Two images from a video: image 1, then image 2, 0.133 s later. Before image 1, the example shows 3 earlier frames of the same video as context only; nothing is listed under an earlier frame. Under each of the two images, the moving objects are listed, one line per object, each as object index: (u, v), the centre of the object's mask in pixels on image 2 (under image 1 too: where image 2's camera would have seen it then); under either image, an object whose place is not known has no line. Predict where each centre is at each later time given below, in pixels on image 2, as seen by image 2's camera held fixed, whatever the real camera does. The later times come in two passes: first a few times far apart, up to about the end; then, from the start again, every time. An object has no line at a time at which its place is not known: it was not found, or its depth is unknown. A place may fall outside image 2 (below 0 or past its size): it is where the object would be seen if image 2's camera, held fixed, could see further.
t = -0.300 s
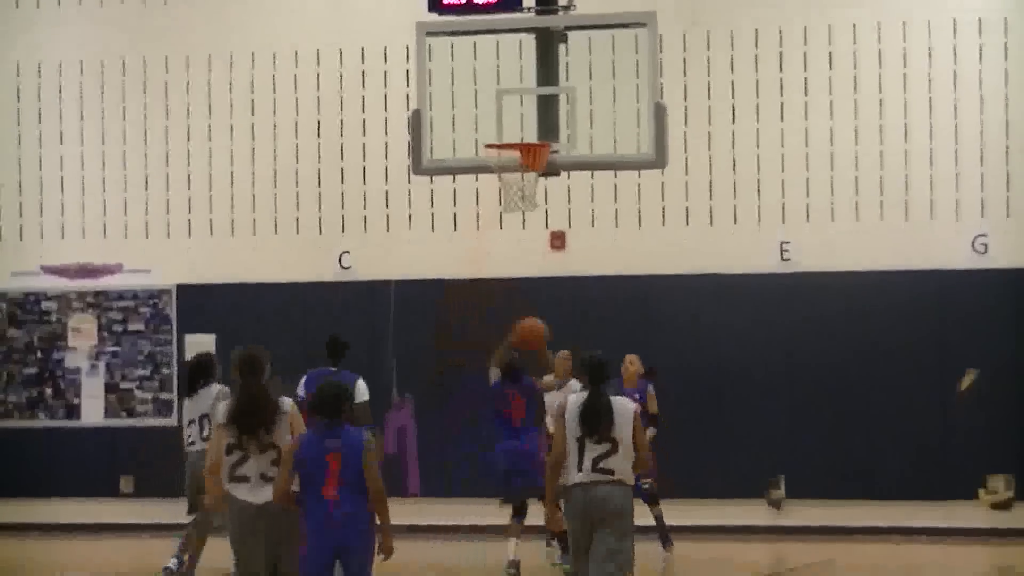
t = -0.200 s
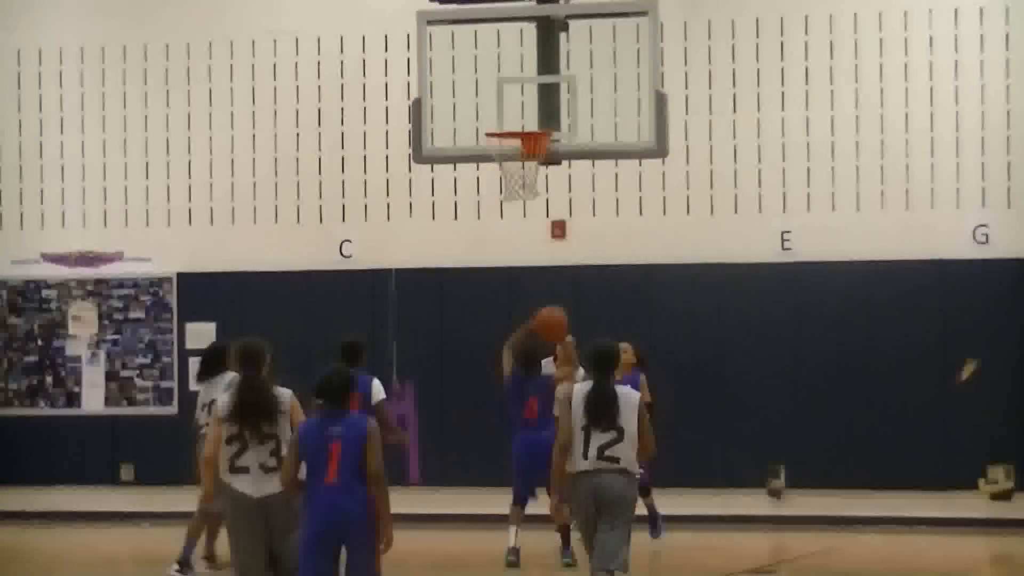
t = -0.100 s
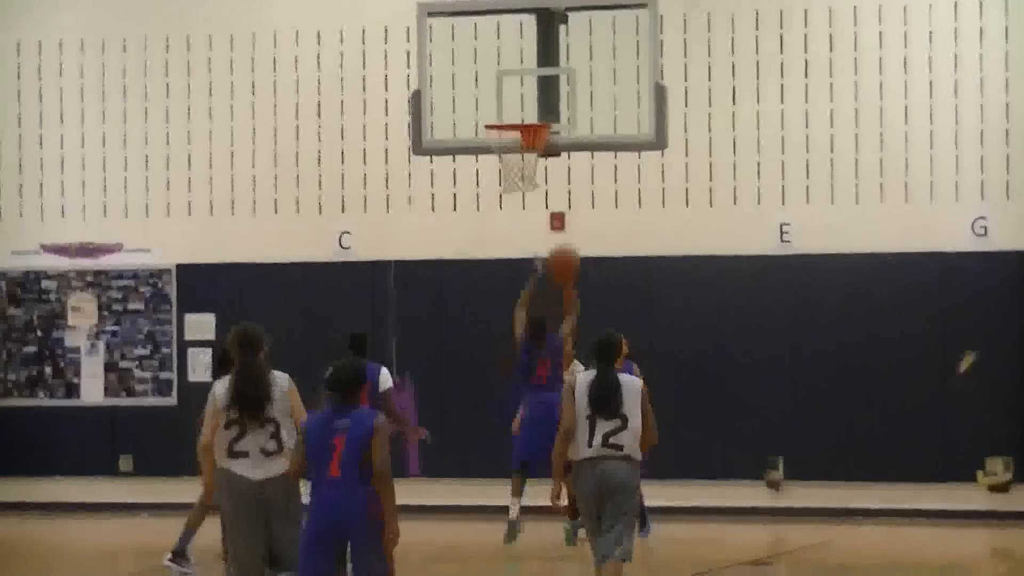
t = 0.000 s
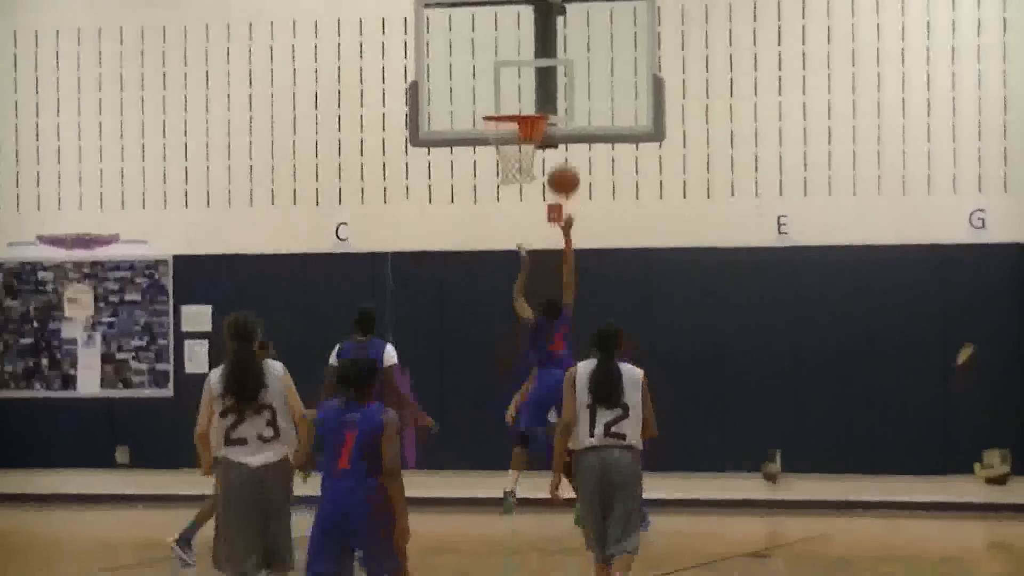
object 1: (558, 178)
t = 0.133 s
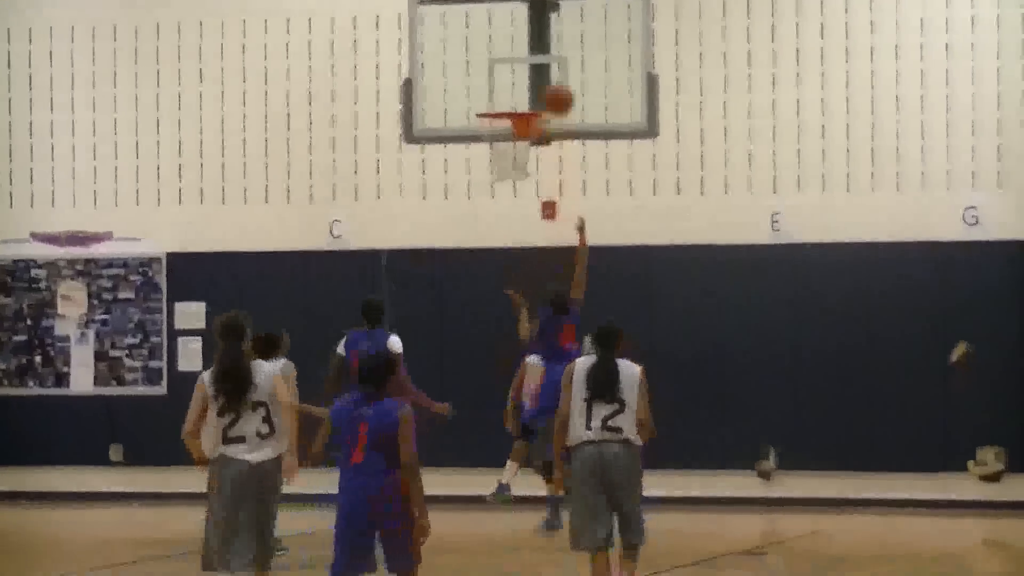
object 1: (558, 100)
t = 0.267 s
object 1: (559, 48)
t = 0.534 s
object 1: (560, 18)
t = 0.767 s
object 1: (554, 56)
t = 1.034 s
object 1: (575, 69)
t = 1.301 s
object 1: (623, 96)
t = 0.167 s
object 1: (558, 85)
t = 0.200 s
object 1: (560, 70)
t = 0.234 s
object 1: (558, 58)
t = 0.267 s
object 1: (559, 48)
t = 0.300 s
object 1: (559, 39)
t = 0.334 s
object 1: (560, 31)
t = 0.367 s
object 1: (559, 24)
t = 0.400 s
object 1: (560, 20)
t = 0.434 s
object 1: (560, 17)
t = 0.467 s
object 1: (560, 17)
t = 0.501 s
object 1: (560, 17)
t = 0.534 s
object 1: (560, 18)
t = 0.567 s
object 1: (560, 20)
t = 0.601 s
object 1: (560, 23)
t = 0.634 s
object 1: (560, 29)
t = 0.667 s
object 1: (560, 34)
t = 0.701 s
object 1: (559, 39)
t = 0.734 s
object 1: (557, 46)
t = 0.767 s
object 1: (554, 56)
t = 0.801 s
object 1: (554, 66)
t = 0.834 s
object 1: (552, 78)
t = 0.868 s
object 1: (549, 93)
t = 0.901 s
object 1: (550, 92)
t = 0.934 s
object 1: (555, 85)
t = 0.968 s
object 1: (563, 78)
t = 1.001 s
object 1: (569, 72)
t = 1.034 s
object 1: (575, 69)
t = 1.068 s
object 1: (581, 67)
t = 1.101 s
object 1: (587, 66)
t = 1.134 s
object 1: (593, 67)
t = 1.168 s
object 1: (599, 70)
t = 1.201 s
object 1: (605, 74)
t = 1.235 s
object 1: (611, 80)
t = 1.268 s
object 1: (617, 87)
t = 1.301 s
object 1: (623, 96)
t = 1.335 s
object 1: (630, 106)
